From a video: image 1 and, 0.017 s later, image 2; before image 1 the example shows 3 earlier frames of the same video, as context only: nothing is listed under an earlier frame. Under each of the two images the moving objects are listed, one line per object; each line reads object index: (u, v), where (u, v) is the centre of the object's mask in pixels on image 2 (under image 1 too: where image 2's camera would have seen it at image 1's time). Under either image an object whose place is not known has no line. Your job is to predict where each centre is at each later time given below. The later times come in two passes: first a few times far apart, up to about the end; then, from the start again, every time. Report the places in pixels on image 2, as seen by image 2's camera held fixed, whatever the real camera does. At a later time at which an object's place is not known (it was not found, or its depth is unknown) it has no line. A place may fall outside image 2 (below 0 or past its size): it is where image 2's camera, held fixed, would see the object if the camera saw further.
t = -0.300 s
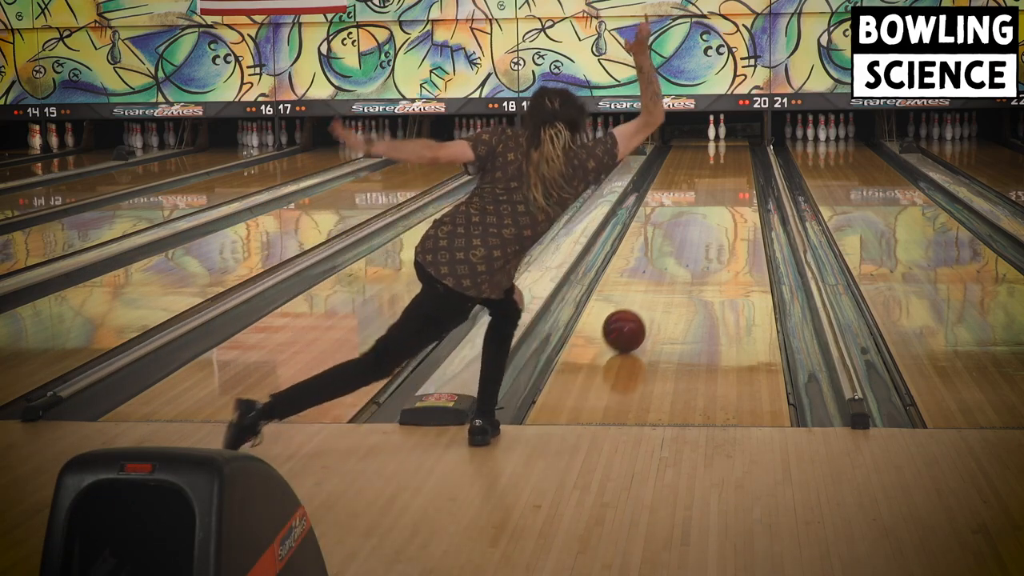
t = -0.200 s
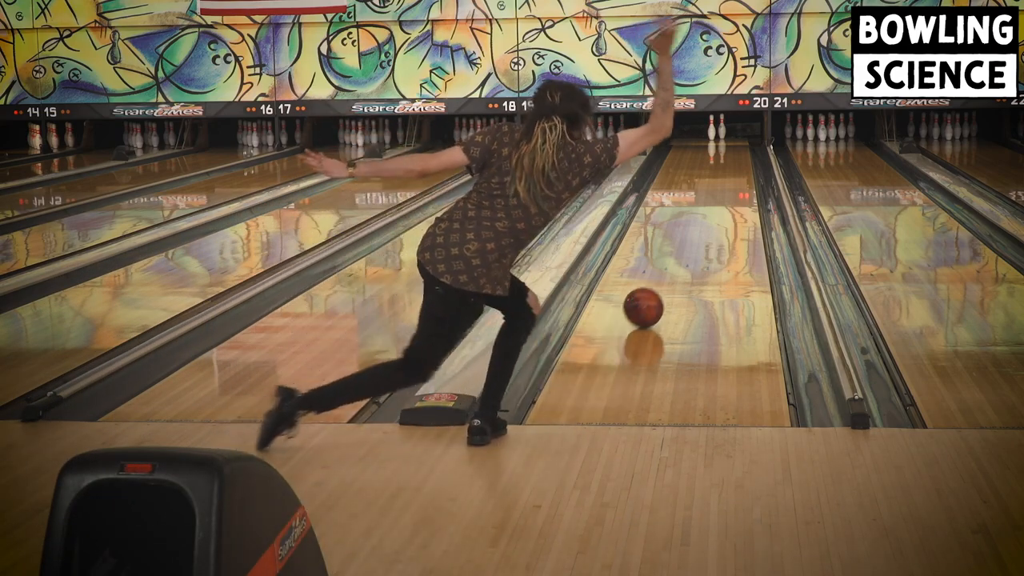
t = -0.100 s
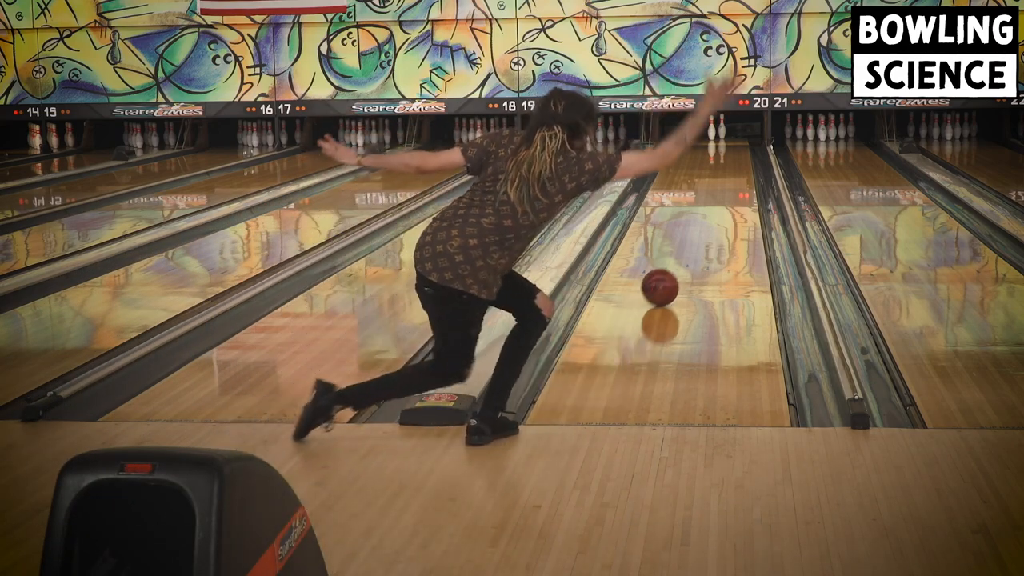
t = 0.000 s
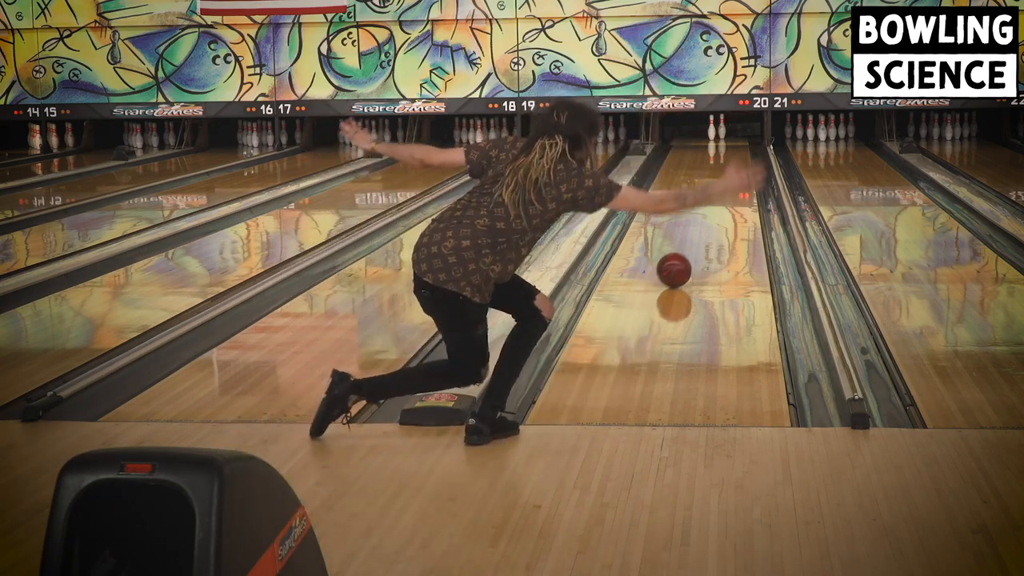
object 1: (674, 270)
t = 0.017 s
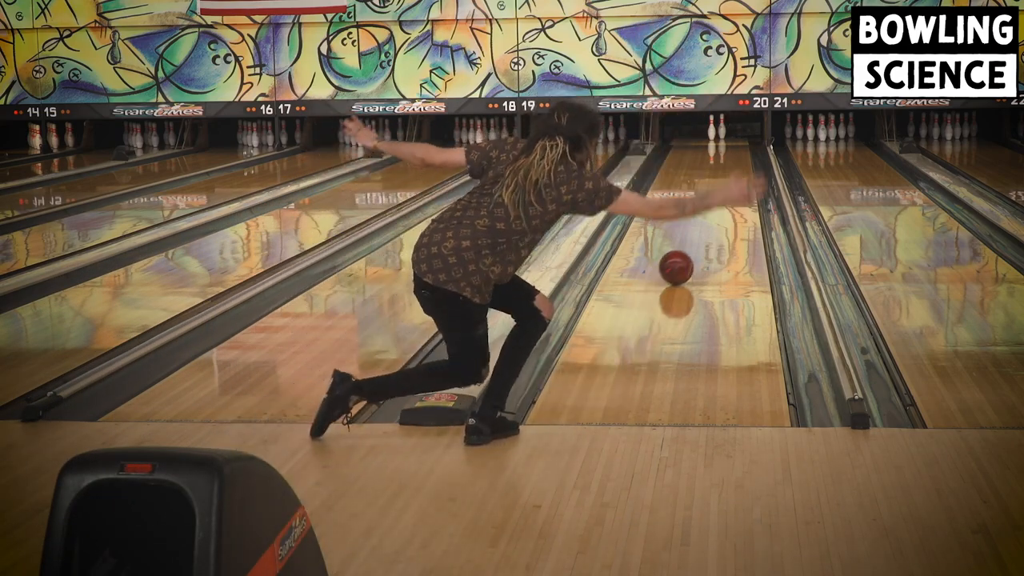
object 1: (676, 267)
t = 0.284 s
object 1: (705, 237)
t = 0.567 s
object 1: (719, 200)
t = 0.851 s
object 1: (733, 185)
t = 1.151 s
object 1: (739, 169)
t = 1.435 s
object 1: (738, 156)
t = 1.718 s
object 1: (730, 147)
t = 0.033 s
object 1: (678, 265)
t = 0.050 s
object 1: (680, 262)
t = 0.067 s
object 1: (682, 260)
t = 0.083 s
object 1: (684, 257)
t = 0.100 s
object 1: (686, 255)
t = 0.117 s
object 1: (687, 253)
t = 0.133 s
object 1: (689, 252)
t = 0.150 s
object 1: (691, 250)
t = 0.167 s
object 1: (693, 249)
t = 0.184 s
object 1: (695, 247)
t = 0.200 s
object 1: (697, 246)
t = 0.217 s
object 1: (698, 244)
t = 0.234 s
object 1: (700, 242)
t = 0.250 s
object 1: (701, 240)
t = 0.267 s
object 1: (703, 239)
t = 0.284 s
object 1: (705, 237)
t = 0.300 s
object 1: (706, 236)
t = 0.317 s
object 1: (708, 234)
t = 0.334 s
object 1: (709, 233)
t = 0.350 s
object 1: (710, 231)
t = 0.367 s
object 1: (712, 230)
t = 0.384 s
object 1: (713, 229)
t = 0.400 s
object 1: (714, 228)
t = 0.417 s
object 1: (715, 227)
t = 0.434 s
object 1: (716, 226)
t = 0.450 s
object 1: (717, 225)
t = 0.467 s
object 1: (718, 225)
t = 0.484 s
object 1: (715, 203)
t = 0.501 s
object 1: (716, 203)
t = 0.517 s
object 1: (717, 202)
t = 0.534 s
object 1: (717, 201)
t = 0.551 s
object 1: (718, 201)
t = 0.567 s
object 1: (719, 200)
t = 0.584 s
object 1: (719, 199)
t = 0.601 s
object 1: (720, 198)
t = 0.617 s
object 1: (721, 197)
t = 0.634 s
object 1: (722, 196)
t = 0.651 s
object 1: (723, 195)
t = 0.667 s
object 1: (724, 194)
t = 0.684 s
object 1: (725, 193)
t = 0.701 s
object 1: (726, 192)
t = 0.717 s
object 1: (727, 191)
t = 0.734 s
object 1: (728, 190)
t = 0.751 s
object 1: (729, 189)
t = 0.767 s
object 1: (730, 188)
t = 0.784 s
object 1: (731, 188)
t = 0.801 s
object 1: (732, 187)
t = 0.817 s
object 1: (732, 186)
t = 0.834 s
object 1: (733, 185)
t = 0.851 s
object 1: (733, 185)
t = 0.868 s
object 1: (734, 183)
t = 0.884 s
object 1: (735, 183)
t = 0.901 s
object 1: (735, 182)
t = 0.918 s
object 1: (736, 181)
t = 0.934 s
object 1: (736, 180)
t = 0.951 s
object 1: (736, 179)
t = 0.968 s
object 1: (737, 178)
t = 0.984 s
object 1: (737, 178)
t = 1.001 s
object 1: (737, 177)
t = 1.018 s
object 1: (738, 176)
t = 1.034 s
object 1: (738, 175)
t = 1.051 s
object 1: (738, 174)
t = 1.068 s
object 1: (739, 173)
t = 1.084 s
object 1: (739, 172)
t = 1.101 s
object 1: (739, 171)
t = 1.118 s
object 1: (739, 170)
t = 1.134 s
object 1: (739, 170)
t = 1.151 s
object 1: (739, 169)
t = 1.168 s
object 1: (739, 168)
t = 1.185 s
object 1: (740, 167)
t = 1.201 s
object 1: (739, 166)
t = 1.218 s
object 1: (739, 166)
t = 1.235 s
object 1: (740, 165)
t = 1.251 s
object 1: (739, 164)
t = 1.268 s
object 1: (739, 163)
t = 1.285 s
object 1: (739, 163)
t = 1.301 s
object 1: (739, 162)
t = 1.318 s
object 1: (739, 161)
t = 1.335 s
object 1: (739, 161)
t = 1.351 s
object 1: (739, 160)
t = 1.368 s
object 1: (739, 159)
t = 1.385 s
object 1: (739, 159)
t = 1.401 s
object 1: (738, 157)
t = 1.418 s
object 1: (738, 157)
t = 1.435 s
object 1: (738, 156)
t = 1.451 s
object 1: (738, 156)
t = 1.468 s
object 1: (738, 155)
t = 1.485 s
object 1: (738, 155)
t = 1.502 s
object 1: (737, 154)
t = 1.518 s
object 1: (736, 153)
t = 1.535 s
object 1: (736, 153)
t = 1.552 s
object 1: (735, 152)
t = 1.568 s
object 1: (736, 152)
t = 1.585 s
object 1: (735, 152)
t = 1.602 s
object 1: (735, 151)
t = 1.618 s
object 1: (734, 150)
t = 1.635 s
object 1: (734, 150)
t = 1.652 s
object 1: (733, 149)
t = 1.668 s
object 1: (732, 149)
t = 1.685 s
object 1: (731, 148)
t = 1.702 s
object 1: (732, 148)
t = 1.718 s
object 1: (730, 147)
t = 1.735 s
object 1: (729, 147)
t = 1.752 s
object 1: (729, 146)
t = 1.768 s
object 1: (729, 145)
